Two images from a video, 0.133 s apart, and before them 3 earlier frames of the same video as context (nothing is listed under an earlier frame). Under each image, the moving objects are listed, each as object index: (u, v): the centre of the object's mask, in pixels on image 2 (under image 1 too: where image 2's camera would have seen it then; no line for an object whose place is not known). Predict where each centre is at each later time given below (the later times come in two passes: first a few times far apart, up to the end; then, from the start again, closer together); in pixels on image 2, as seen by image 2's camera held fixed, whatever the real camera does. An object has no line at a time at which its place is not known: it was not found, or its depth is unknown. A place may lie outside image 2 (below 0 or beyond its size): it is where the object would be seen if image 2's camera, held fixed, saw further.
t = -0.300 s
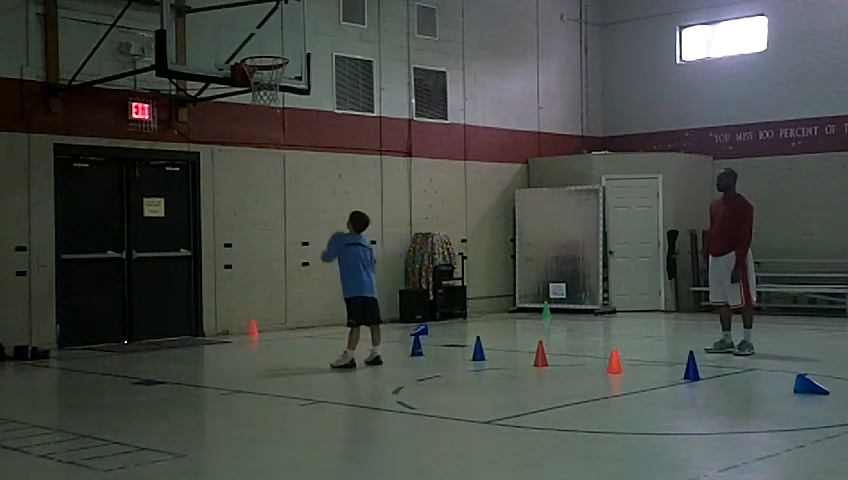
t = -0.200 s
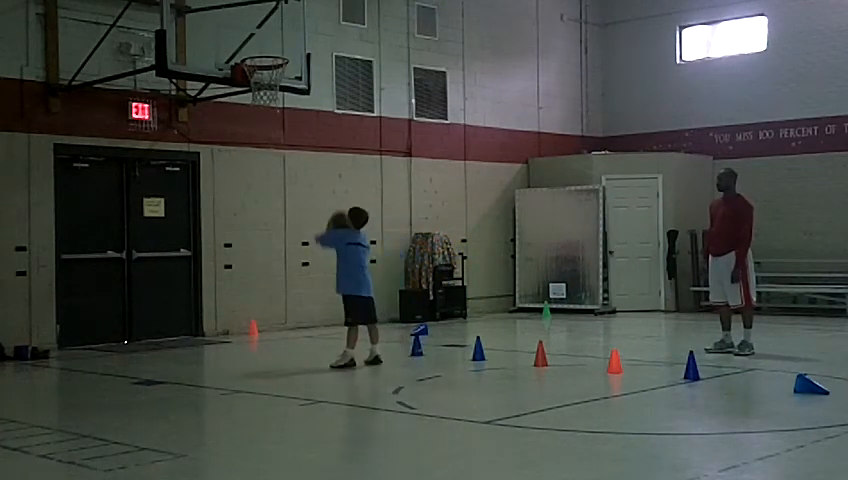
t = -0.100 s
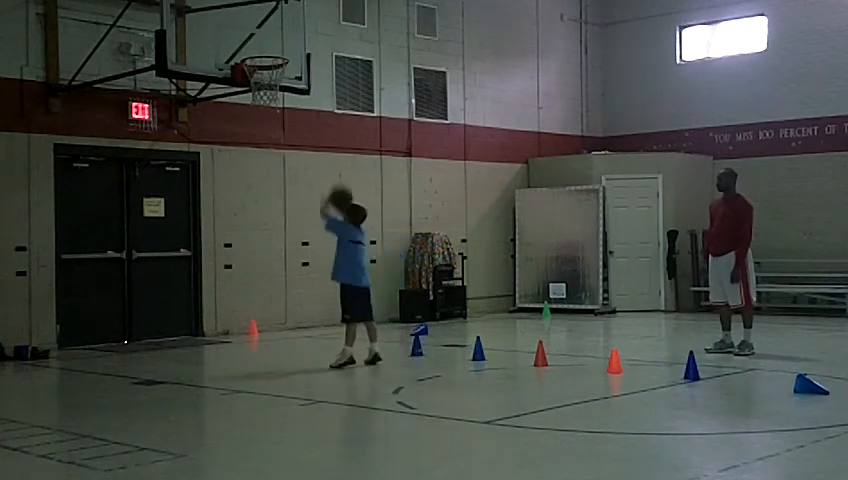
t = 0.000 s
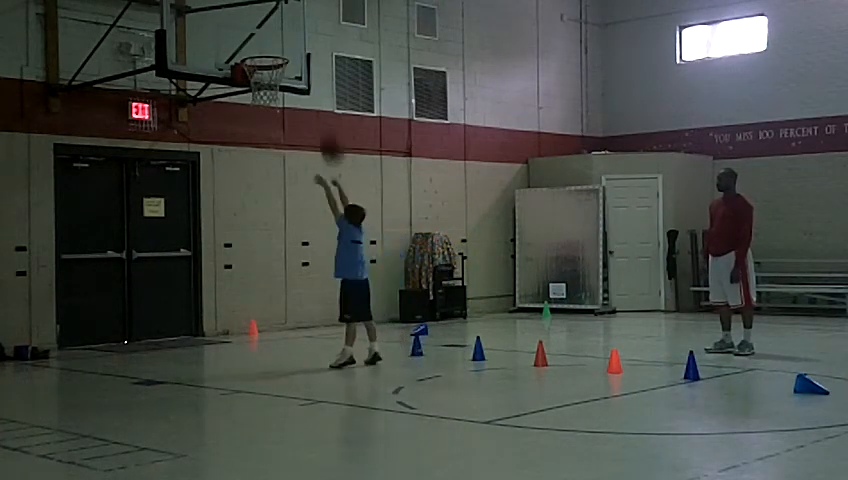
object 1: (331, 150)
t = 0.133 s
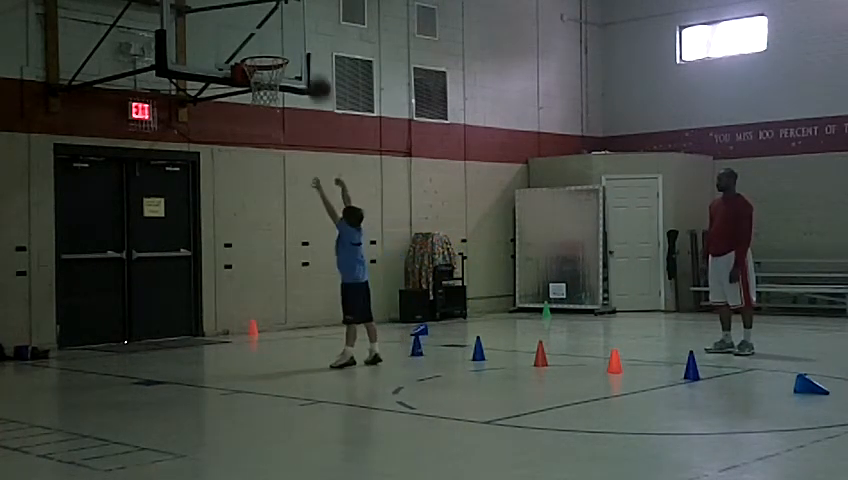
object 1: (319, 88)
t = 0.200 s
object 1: (313, 65)
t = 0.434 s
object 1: (291, 24)
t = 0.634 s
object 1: (274, 32)
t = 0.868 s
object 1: (258, 80)
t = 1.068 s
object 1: (253, 127)
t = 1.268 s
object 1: (253, 204)
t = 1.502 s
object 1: (254, 340)
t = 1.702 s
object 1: (261, 259)
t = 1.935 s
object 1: (272, 205)
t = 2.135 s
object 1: (282, 199)
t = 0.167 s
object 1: (316, 76)
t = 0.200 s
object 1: (313, 65)
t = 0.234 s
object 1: (309, 57)
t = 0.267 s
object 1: (306, 48)
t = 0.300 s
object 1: (303, 41)
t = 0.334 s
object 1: (300, 35)
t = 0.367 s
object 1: (297, 31)
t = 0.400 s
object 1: (294, 27)
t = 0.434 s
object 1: (291, 24)
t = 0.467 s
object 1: (288, 23)
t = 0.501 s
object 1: (285, 23)
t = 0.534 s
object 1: (282, 24)
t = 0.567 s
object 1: (279, 26)
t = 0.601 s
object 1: (276, 28)
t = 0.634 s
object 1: (274, 32)
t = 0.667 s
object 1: (271, 37)
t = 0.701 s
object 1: (268, 44)
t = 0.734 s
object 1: (265, 50)
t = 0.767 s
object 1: (263, 58)
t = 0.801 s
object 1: (261, 63)
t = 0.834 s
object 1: (262, 72)
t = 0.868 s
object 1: (258, 80)
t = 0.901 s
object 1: (256, 90)
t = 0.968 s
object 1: (254, 101)
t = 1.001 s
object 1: (254, 109)
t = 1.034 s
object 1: (253, 117)
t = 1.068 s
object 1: (253, 127)
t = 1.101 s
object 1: (253, 137)
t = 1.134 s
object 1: (253, 149)
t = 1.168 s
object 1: (253, 161)
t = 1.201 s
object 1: (253, 174)
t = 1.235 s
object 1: (253, 188)
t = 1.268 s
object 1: (253, 204)
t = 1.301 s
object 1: (253, 220)
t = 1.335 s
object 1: (253, 238)
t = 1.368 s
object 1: (253, 256)
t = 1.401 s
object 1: (253, 275)
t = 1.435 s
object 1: (253, 297)
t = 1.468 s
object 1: (253, 317)
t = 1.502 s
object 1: (254, 340)
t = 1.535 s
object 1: (255, 329)
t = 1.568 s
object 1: (256, 313)
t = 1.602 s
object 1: (257, 298)
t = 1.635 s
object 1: (259, 285)
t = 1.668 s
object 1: (260, 271)
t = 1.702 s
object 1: (261, 259)
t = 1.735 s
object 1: (263, 248)
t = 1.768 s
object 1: (264, 239)
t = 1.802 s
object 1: (266, 230)
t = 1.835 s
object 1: (268, 222)
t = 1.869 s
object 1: (269, 215)
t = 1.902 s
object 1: (271, 210)
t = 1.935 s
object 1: (272, 205)
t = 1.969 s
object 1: (274, 202)
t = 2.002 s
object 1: (276, 199)
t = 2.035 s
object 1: (277, 198)
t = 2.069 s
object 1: (279, 197)
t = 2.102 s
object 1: (281, 198)
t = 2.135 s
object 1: (282, 199)
